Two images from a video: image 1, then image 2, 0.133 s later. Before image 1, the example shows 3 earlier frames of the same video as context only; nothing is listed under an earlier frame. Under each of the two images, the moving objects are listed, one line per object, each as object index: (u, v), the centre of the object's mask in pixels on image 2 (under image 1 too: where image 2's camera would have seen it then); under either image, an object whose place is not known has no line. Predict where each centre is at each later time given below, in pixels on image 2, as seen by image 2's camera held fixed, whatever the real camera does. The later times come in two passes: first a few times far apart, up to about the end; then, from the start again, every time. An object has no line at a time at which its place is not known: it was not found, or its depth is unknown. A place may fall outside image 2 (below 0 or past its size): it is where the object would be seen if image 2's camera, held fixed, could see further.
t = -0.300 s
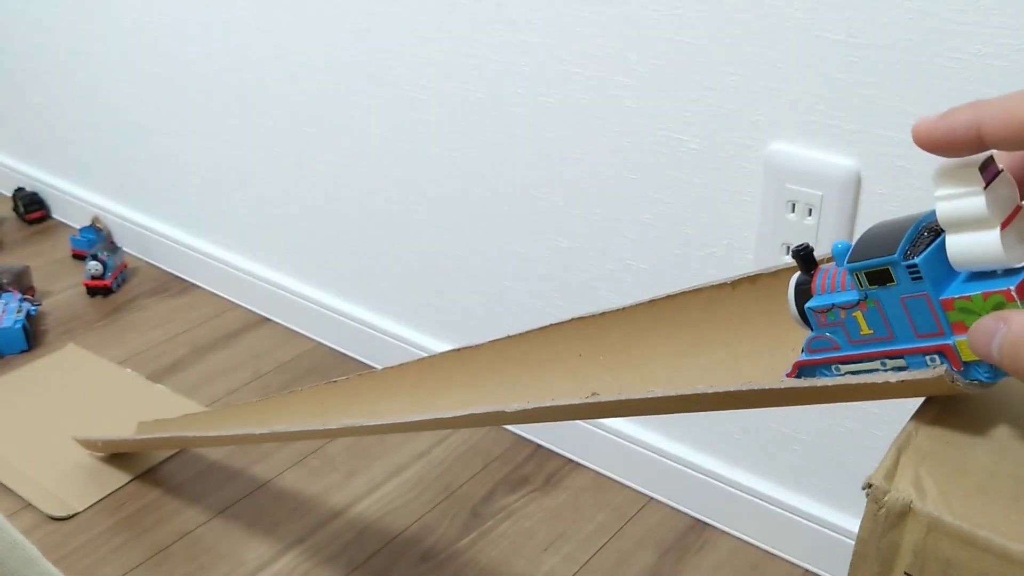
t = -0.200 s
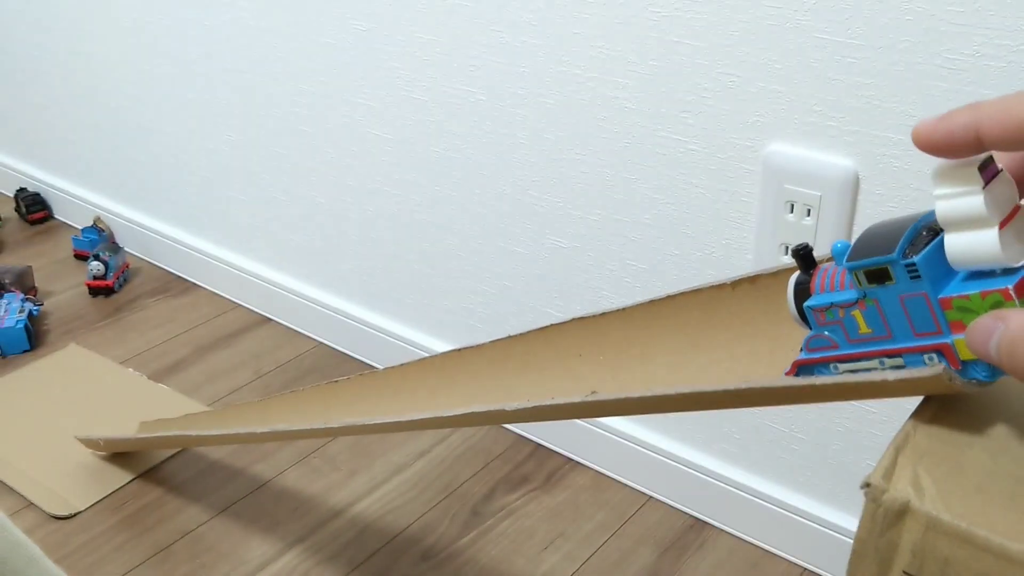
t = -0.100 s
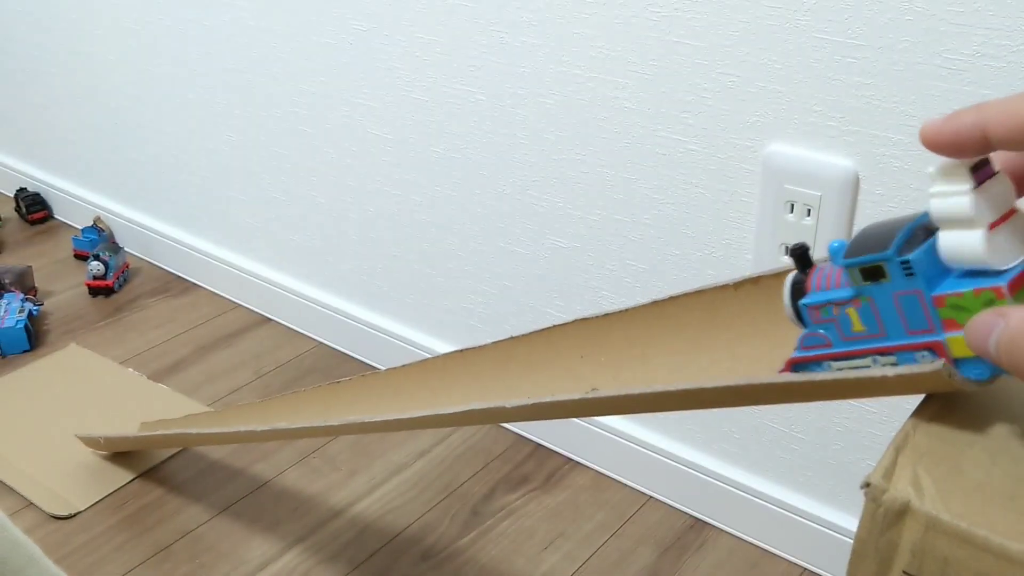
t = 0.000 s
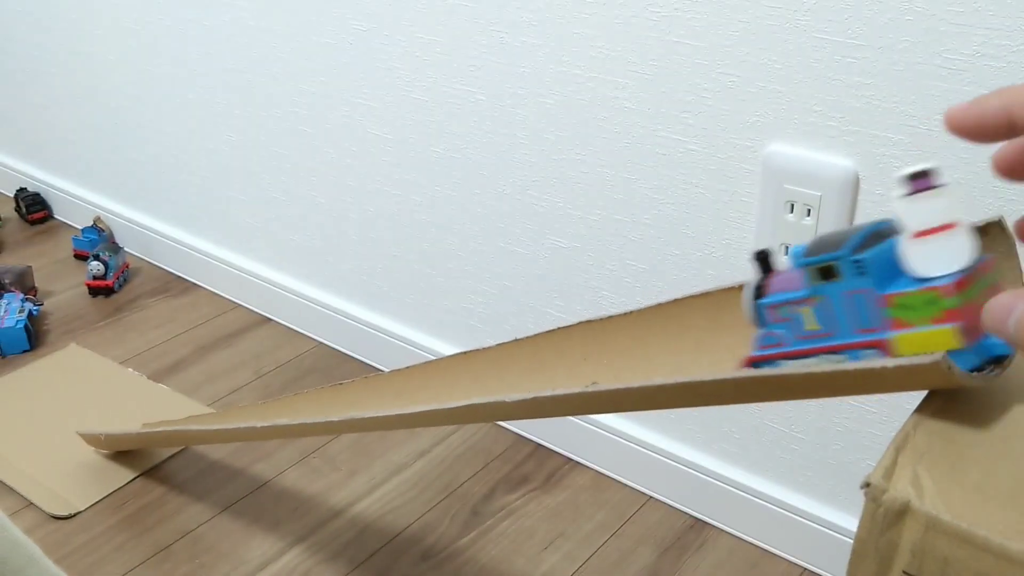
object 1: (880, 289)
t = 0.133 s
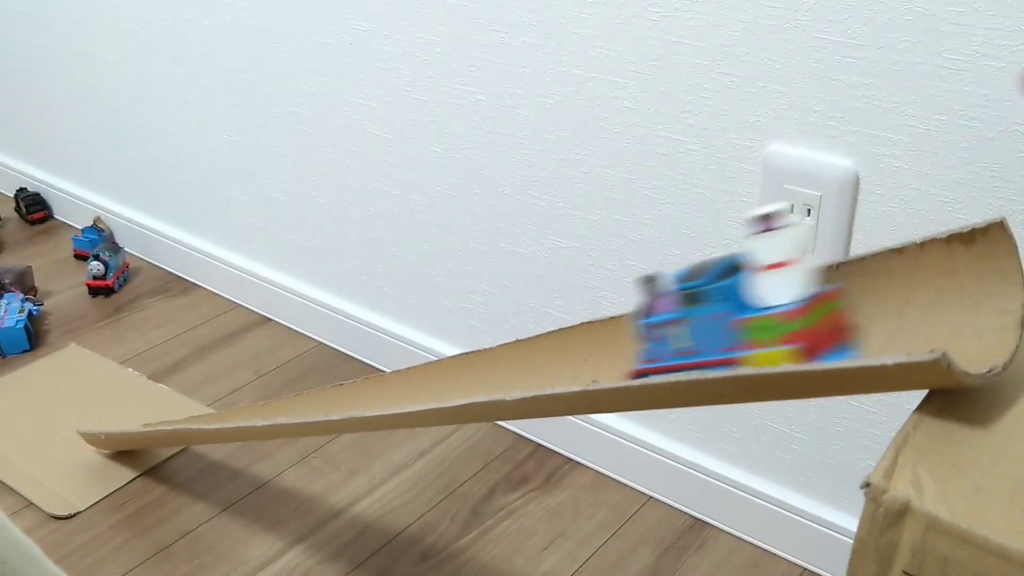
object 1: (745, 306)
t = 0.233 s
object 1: (614, 330)
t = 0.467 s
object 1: (348, 375)
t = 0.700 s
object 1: (160, 401)
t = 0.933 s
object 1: (46, 376)
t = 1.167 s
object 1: (25, 342)
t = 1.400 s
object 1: (23, 345)
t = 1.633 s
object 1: (23, 345)
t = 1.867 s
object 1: (23, 345)
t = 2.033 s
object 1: (23, 345)
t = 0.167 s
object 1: (700, 314)
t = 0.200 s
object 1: (657, 322)
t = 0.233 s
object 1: (614, 330)
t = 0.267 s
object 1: (571, 338)
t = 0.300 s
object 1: (531, 345)
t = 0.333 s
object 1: (491, 351)
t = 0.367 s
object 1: (453, 357)
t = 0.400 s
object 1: (416, 363)
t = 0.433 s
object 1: (381, 369)
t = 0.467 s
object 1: (348, 375)
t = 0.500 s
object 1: (317, 379)
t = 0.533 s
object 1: (287, 384)
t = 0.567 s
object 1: (258, 388)
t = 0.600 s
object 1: (231, 392)
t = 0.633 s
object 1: (206, 395)
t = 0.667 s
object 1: (183, 398)
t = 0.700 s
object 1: (160, 401)
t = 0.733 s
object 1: (140, 404)
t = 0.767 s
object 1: (120, 406)
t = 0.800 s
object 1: (105, 404)
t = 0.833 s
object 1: (92, 401)
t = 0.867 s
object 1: (76, 393)
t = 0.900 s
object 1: (60, 384)
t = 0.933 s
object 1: (46, 376)
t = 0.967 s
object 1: (34, 367)
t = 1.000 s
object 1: (28, 358)
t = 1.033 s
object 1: (25, 352)
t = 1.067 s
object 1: (24, 348)
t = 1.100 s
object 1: (26, 345)
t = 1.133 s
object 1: (26, 343)
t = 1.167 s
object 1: (25, 342)
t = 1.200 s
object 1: (25, 343)
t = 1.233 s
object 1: (24, 345)
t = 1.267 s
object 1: (24, 346)
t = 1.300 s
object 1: (23, 346)
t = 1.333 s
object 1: (23, 345)
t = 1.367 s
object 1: (23, 345)
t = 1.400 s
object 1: (23, 345)
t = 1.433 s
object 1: (23, 345)
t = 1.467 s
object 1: (23, 345)
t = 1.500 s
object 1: (23, 345)
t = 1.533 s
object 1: (23, 345)
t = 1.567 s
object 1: (23, 345)
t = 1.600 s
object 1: (23, 345)
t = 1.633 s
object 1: (23, 345)
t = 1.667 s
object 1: (23, 345)
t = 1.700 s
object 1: (23, 345)
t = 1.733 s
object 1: (23, 345)
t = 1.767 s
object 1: (23, 345)
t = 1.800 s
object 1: (23, 345)
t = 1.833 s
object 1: (23, 345)
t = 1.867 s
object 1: (23, 345)
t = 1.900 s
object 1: (23, 345)
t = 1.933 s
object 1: (23, 345)
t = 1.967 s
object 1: (23, 345)
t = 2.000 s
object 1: (23, 345)
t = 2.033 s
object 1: (23, 345)
